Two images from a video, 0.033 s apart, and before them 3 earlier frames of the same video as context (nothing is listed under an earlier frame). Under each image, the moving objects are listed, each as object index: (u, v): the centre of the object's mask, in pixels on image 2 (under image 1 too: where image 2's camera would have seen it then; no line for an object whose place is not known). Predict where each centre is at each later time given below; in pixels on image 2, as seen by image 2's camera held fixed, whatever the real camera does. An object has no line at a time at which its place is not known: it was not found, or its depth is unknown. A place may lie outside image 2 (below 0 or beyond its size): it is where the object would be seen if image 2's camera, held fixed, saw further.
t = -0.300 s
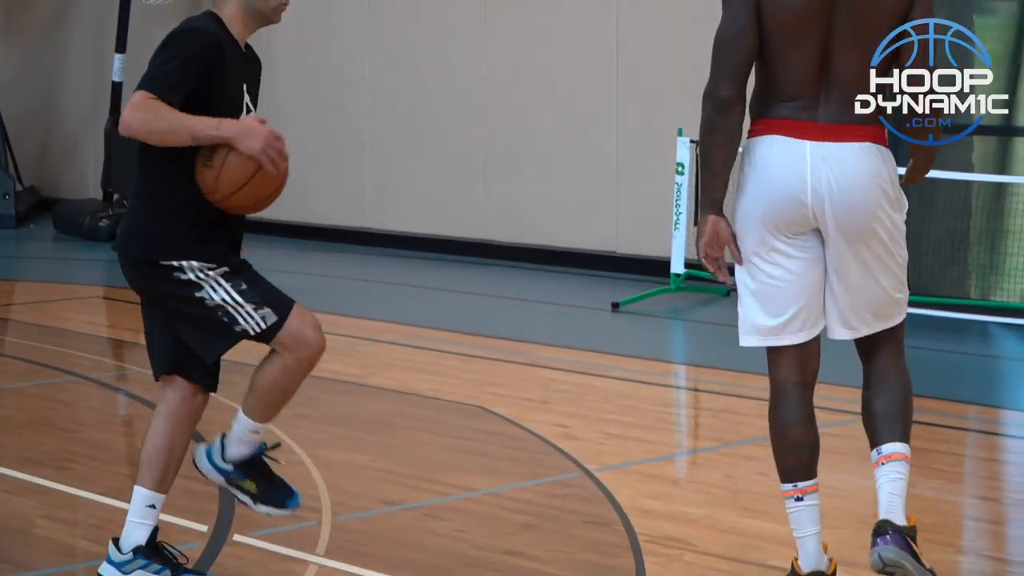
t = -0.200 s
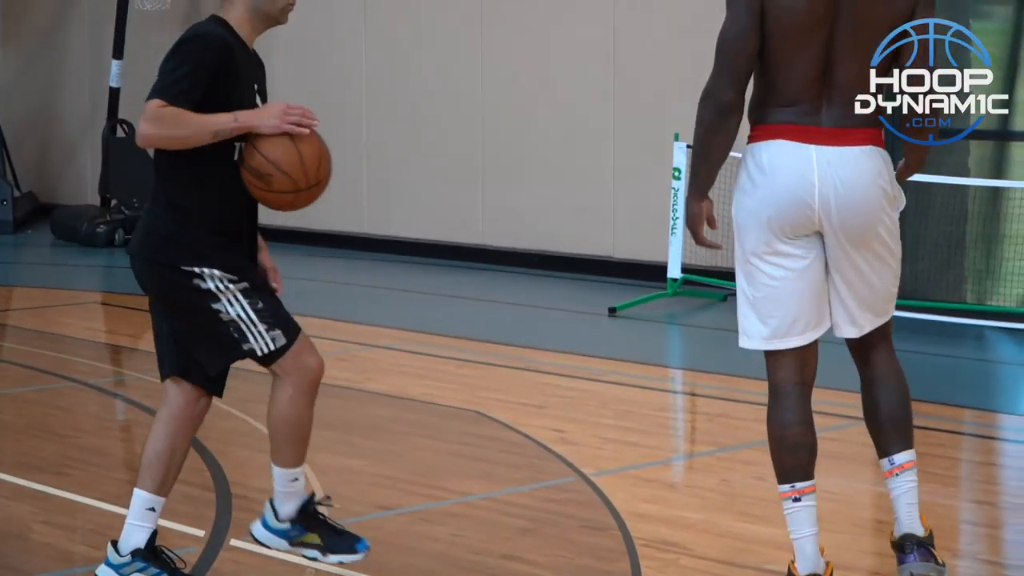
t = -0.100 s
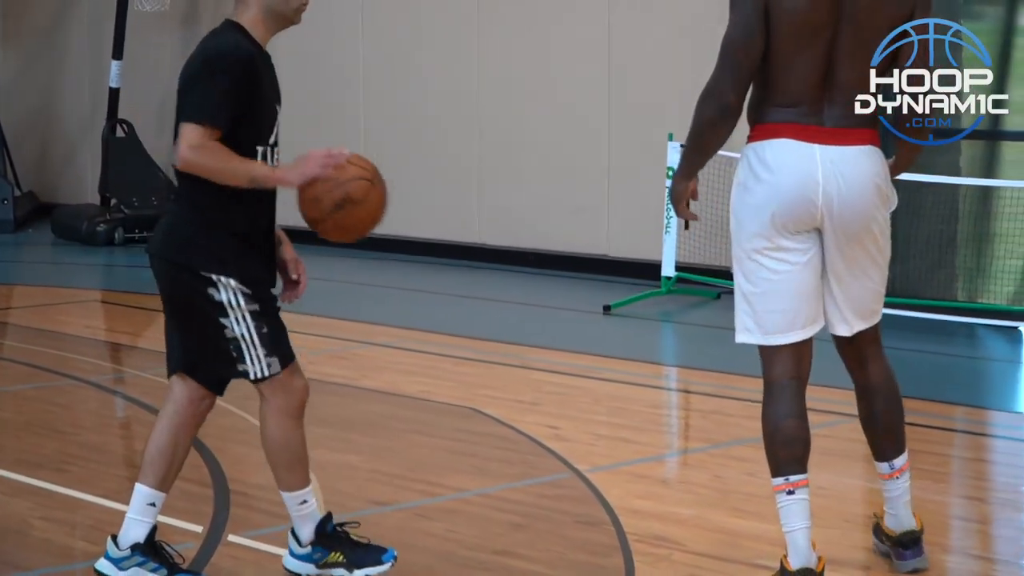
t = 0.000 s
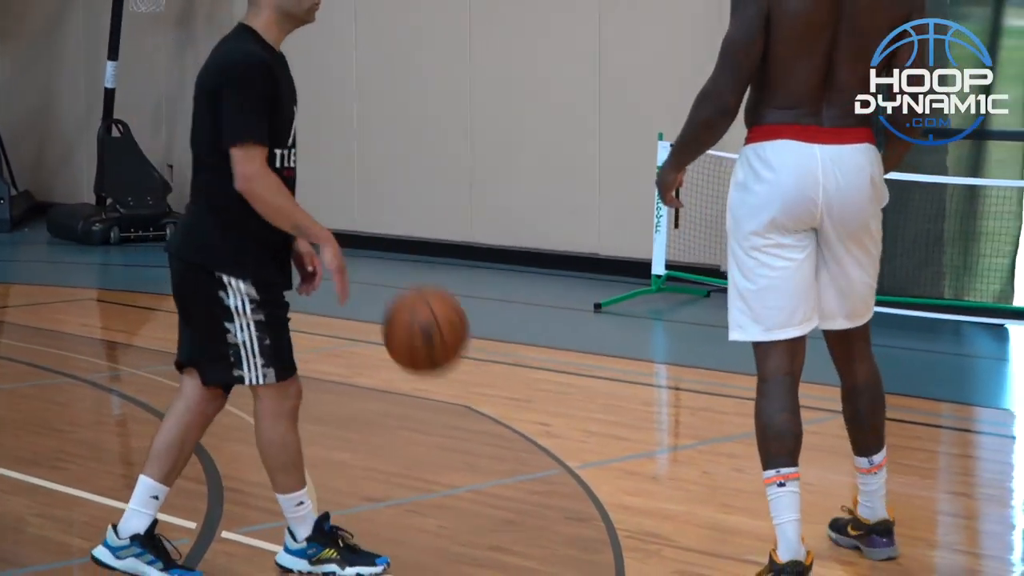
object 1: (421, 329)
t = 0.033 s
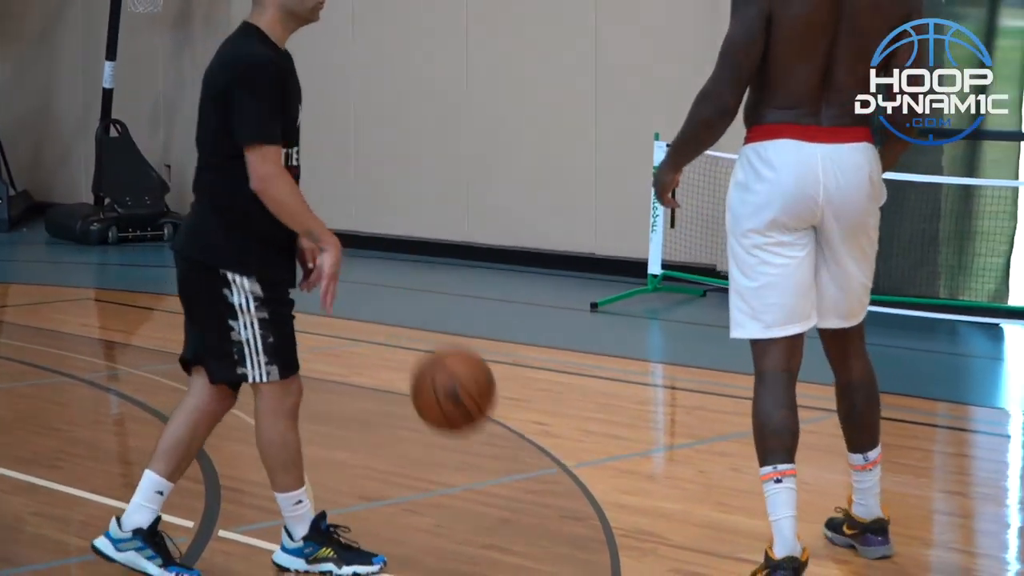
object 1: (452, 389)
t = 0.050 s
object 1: (469, 419)
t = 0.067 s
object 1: (484, 451)
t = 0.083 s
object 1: (499, 483)
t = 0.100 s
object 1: (515, 515)
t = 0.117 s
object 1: (522, 516)
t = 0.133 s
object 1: (528, 489)
